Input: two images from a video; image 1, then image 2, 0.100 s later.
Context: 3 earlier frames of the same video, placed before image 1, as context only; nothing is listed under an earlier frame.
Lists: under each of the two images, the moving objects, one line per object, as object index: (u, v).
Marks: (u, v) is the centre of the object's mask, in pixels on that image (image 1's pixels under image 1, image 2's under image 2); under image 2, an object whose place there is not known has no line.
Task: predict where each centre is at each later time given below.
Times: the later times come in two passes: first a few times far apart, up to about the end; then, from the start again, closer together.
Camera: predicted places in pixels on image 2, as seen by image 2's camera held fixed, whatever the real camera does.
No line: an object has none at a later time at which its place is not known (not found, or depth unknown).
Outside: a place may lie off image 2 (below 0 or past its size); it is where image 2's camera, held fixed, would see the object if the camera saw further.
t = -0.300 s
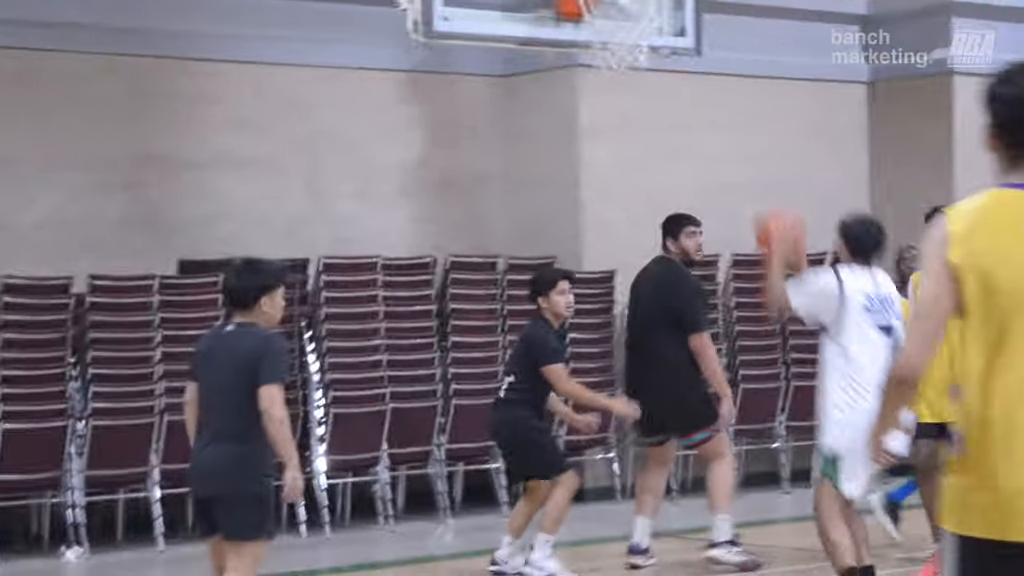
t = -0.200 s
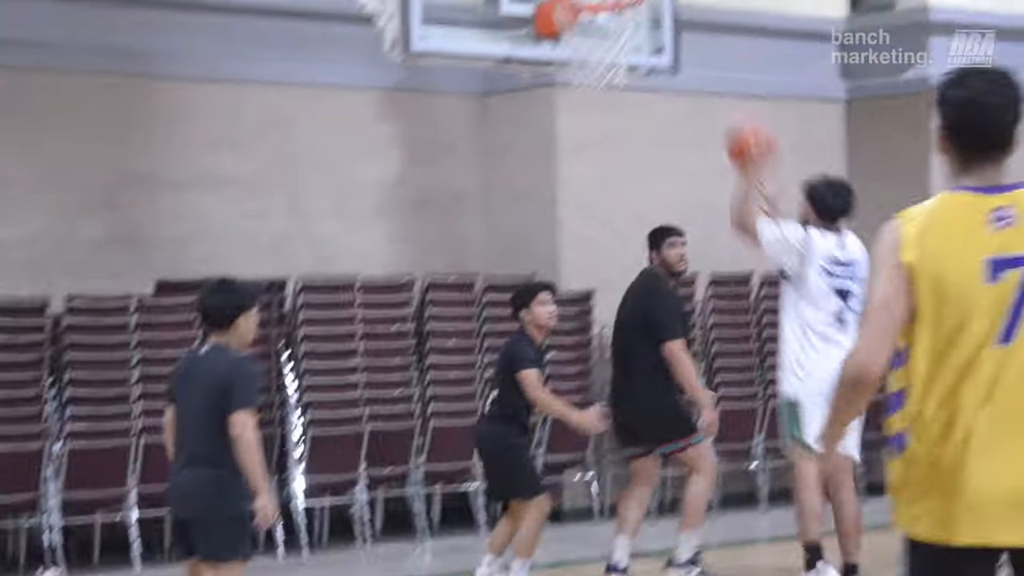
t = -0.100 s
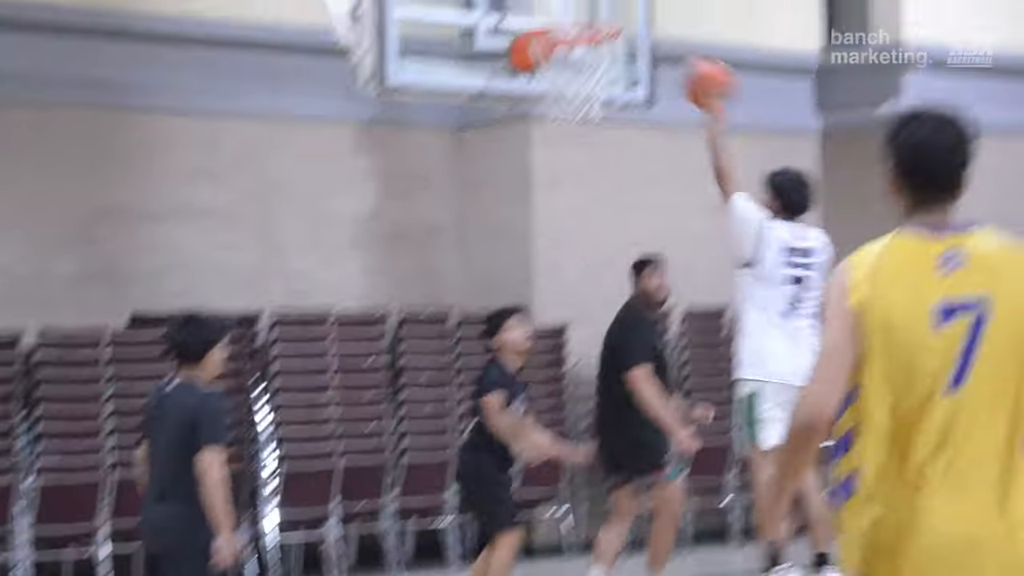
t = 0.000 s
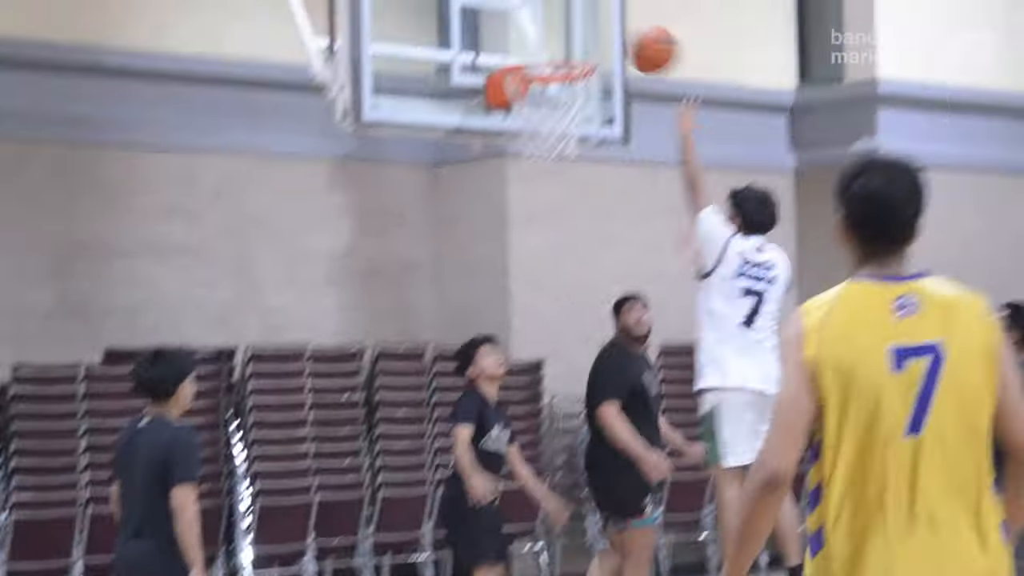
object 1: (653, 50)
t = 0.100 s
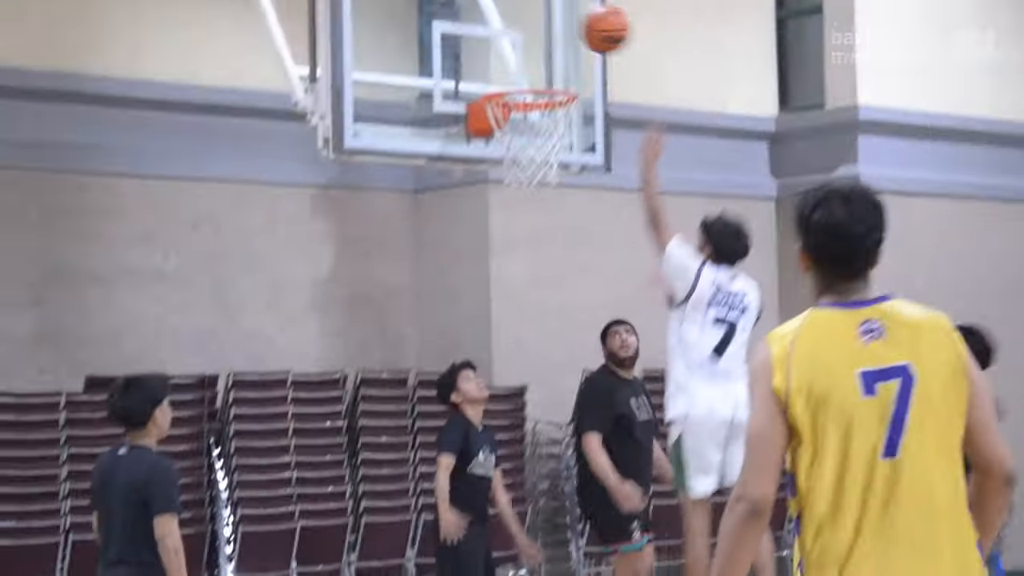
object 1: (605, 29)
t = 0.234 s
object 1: (568, 1)
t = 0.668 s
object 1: (476, 42)
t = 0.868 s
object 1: (471, 24)
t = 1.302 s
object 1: (529, 49)
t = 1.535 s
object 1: (543, 75)
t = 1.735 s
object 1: (503, 125)
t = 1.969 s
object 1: (505, 202)
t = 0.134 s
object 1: (596, 17)
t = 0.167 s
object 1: (588, 10)
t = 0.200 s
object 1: (578, 5)
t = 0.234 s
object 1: (568, 1)
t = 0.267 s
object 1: (560, -1)
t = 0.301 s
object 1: (552, -3)
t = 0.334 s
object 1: (542, -3)
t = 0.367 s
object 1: (534, -1)
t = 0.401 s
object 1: (526, 5)
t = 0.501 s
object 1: (500, 37)
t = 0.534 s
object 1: (492, 53)
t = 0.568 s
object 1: (485, 68)
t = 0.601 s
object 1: (482, 64)
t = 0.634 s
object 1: (479, 53)
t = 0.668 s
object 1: (476, 42)
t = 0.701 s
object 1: (474, 35)
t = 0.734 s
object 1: (472, 30)
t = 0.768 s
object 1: (469, 27)
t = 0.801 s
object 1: (469, 25)
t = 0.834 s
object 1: (470, 24)
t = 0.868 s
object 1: (471, 24)
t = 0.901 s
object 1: (473, 26)
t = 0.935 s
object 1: (477, 30)
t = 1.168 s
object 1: (503, 56)
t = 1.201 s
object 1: (509, 50)
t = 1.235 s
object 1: (515, 48)
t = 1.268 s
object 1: (522, 47)
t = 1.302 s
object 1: (529, 49)
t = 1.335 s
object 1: (534, 52)
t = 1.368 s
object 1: (541, 58)
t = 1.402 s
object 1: (548, 65)
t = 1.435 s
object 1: (555, 73)
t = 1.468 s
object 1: (556, 75)
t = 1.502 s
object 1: (549, 74)
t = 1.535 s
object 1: (543, 75)
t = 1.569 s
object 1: (536, 77)
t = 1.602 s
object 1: (529, 79)
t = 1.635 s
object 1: (523, 93)
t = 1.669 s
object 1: (517, 106)
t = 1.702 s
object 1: (513, 115)
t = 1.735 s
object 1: (503, 125)
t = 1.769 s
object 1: (500, 137)
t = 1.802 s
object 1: (498, 147)
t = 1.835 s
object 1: (497, 154)
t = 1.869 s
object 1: (501, 177)
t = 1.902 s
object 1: (501, 181)
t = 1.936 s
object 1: (501, 189)
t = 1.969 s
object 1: (505, 202)
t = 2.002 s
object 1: (508, 221)
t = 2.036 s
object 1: (510, 240)
